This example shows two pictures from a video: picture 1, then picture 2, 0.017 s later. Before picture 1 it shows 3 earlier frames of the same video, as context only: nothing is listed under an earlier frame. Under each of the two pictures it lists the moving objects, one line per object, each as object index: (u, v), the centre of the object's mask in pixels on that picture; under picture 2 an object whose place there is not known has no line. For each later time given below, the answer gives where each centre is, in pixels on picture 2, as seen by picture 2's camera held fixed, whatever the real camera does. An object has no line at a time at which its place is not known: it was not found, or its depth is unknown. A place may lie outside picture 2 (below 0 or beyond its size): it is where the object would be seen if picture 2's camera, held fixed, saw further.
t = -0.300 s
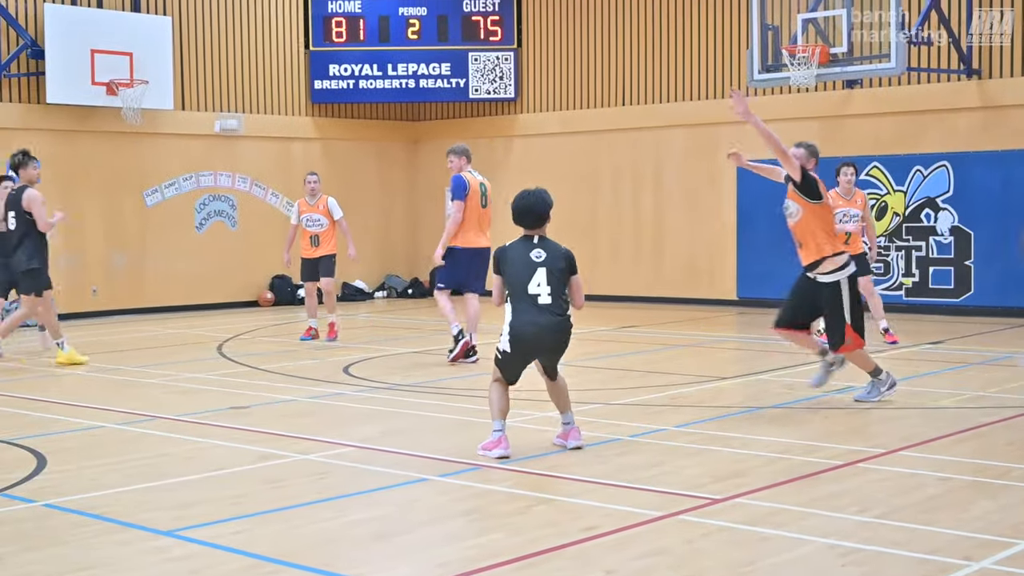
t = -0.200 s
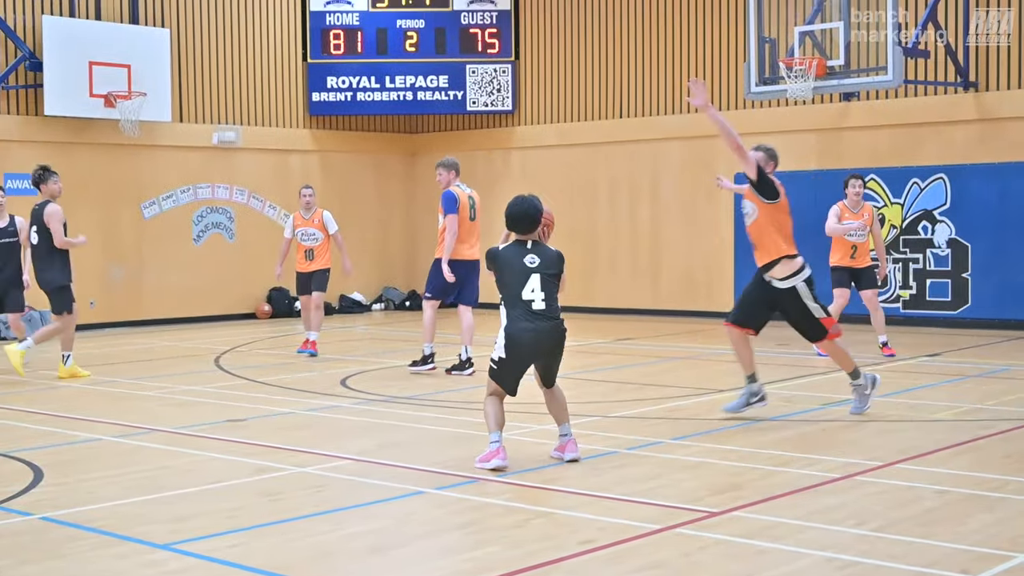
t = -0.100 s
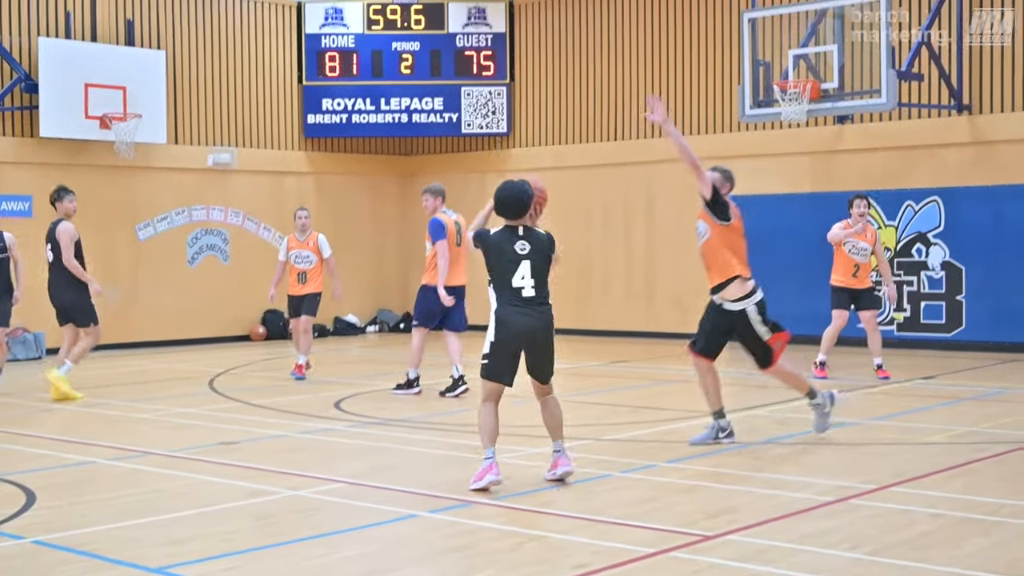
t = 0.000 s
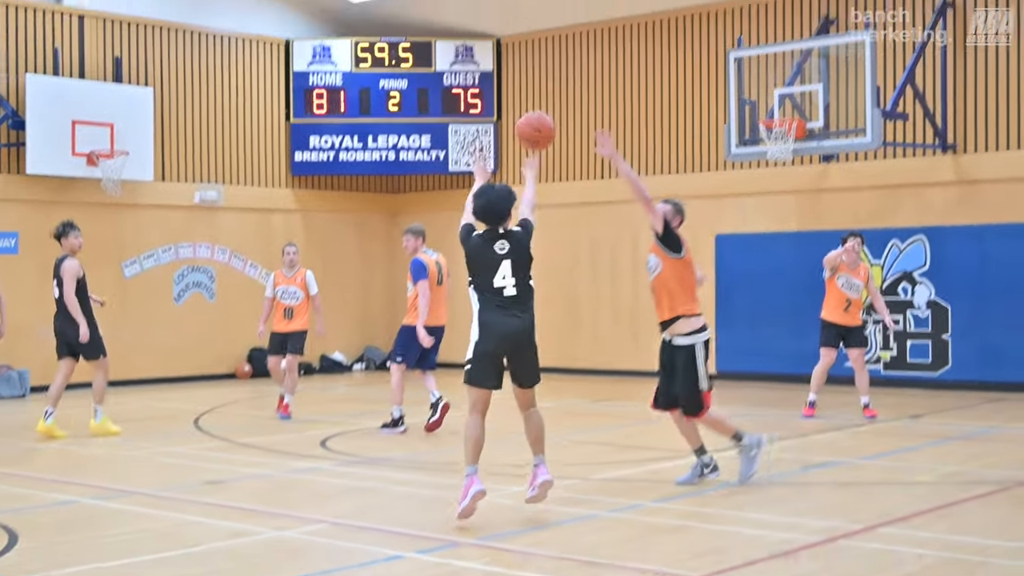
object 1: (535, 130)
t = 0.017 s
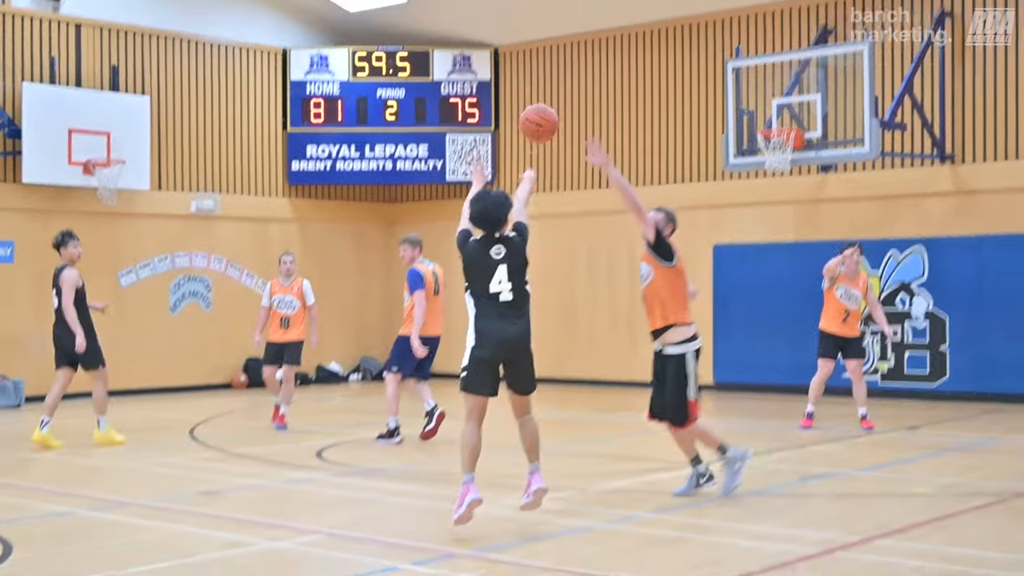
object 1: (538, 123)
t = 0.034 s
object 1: (544, 106)
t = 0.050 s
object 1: (549, 91)
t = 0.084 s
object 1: (558, 68)
